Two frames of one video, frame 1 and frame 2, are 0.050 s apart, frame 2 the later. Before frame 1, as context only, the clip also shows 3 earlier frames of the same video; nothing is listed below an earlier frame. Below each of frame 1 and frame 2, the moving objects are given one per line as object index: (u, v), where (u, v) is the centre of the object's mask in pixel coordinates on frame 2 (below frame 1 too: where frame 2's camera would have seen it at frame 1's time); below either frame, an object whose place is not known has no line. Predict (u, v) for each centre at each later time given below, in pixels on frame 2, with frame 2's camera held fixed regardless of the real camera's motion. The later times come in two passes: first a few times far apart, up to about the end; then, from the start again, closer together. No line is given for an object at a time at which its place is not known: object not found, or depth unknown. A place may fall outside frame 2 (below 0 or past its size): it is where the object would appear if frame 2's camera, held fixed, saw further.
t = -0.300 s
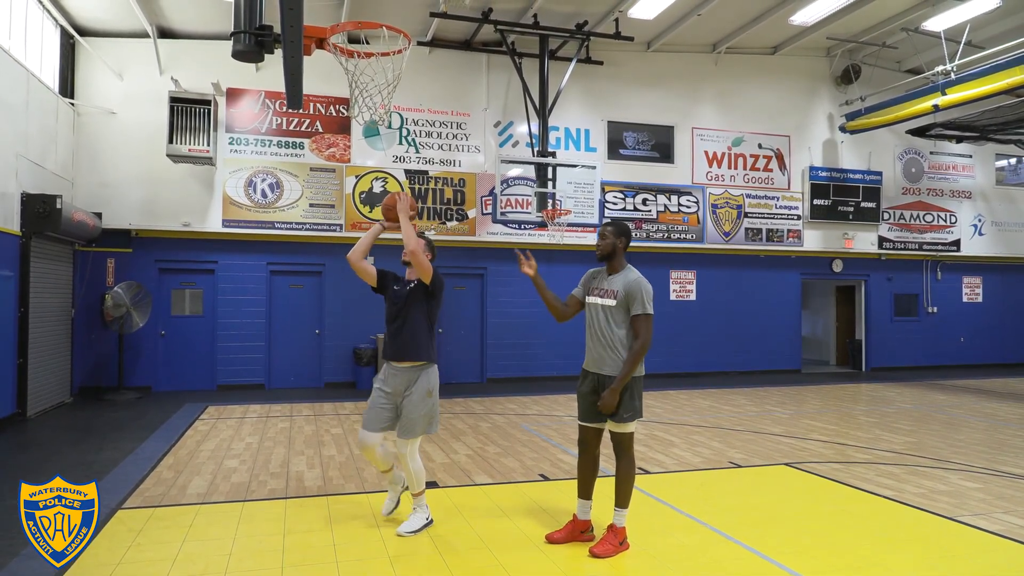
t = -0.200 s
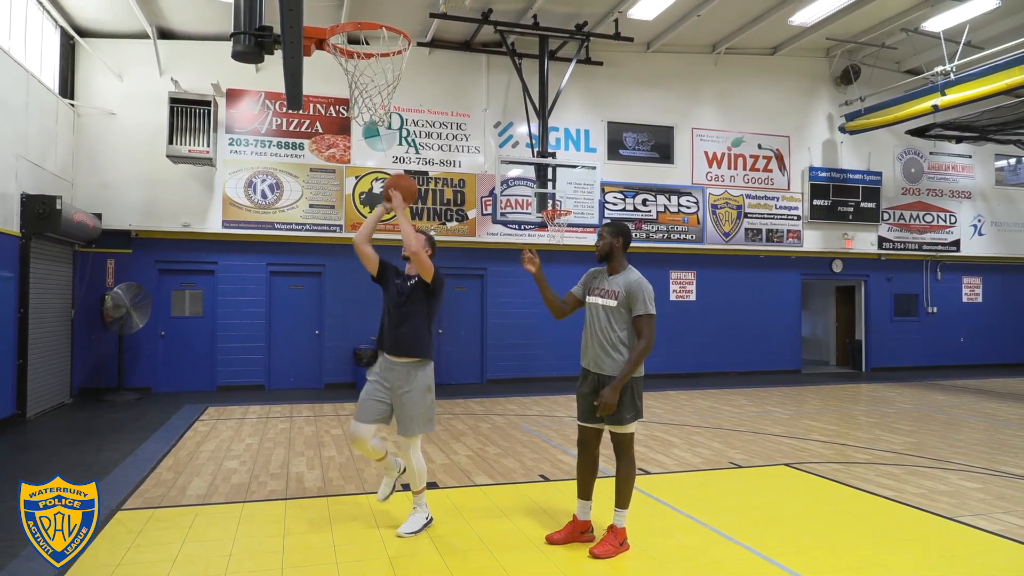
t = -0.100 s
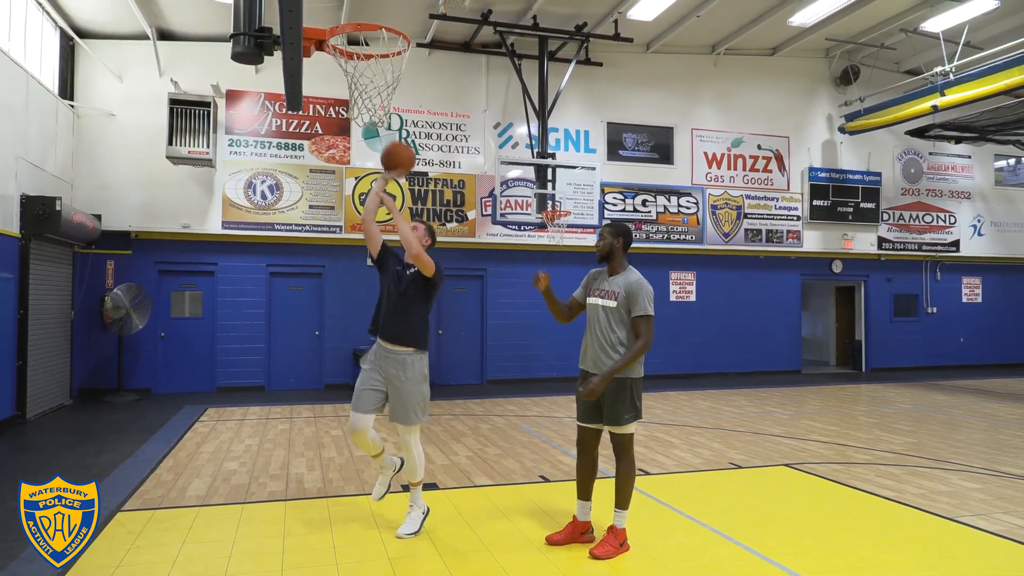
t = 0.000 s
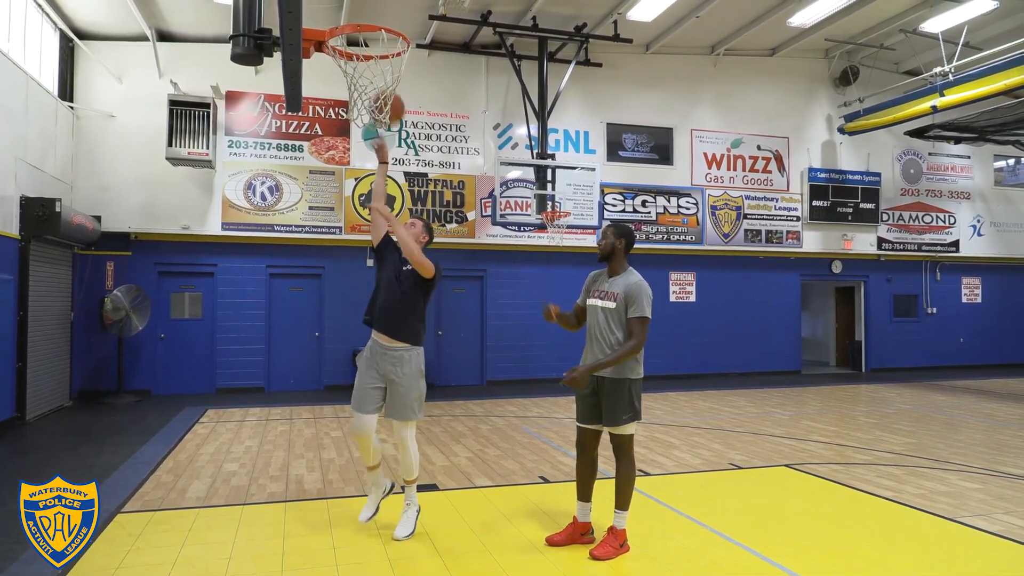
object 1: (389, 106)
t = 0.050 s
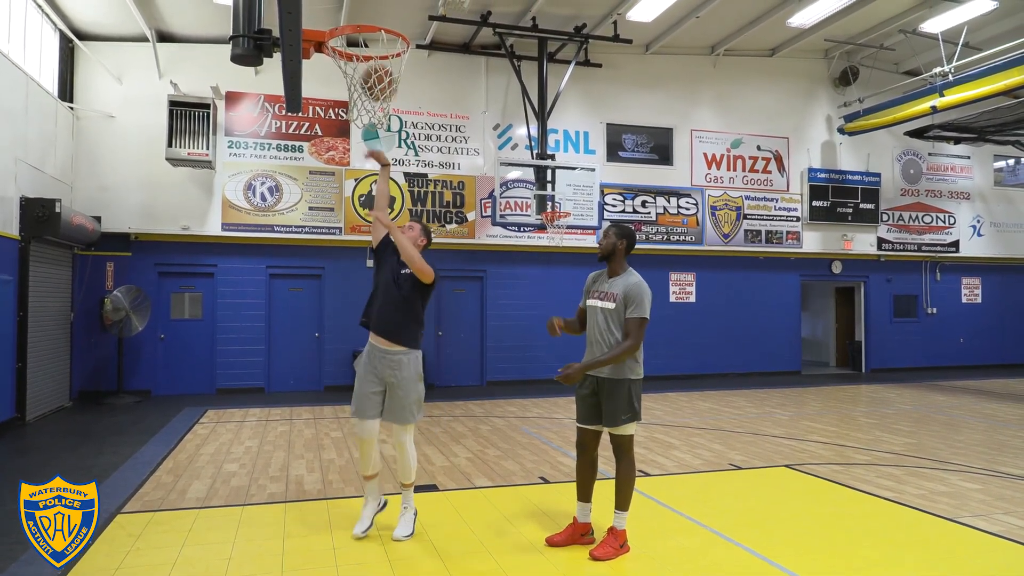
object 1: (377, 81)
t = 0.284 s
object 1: (337, 10)
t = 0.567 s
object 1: (352, 37)
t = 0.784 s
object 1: (386, 140)
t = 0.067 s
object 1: (376, 76)
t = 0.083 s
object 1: (374, 68)
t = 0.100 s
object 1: (372, 60)
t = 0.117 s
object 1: (368, 52)
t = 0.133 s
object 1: (365, 44)
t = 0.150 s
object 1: (362, 43)
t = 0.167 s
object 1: (360, 35)
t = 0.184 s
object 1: (357, 24)
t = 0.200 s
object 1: (352, 16)
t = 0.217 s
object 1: (349, 14)
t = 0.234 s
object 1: (346, 12)
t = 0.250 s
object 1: (343, 12)
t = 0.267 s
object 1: (340, 11)
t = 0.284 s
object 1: (337, 10)
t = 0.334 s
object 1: (327, 7)
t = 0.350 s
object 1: (324, 6)
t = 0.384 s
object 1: (321, 6)
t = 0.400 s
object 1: (323, 6)
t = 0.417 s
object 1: (326, 7)
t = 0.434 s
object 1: (329, 8)
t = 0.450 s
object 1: (331, 9)
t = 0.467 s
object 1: (334, 10)
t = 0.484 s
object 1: (337, 11)
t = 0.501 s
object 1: (339, 11)
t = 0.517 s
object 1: (342, 12)
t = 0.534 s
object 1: (346, 19)
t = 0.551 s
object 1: (348, 25)
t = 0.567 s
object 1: (352, 37)
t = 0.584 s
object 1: (356, 46)
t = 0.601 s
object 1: (359, 50)
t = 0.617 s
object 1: (363, 54)
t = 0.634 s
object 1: (365, 62)
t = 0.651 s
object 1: (368, 71)
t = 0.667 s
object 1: (372, 80)
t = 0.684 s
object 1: (375, 89)
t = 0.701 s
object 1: (378, 98)
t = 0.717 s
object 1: (379, 107)
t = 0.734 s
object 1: (378, 122)
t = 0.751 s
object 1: (383, 125)
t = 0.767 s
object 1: (385, 131)
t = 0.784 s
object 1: (386, 140)
